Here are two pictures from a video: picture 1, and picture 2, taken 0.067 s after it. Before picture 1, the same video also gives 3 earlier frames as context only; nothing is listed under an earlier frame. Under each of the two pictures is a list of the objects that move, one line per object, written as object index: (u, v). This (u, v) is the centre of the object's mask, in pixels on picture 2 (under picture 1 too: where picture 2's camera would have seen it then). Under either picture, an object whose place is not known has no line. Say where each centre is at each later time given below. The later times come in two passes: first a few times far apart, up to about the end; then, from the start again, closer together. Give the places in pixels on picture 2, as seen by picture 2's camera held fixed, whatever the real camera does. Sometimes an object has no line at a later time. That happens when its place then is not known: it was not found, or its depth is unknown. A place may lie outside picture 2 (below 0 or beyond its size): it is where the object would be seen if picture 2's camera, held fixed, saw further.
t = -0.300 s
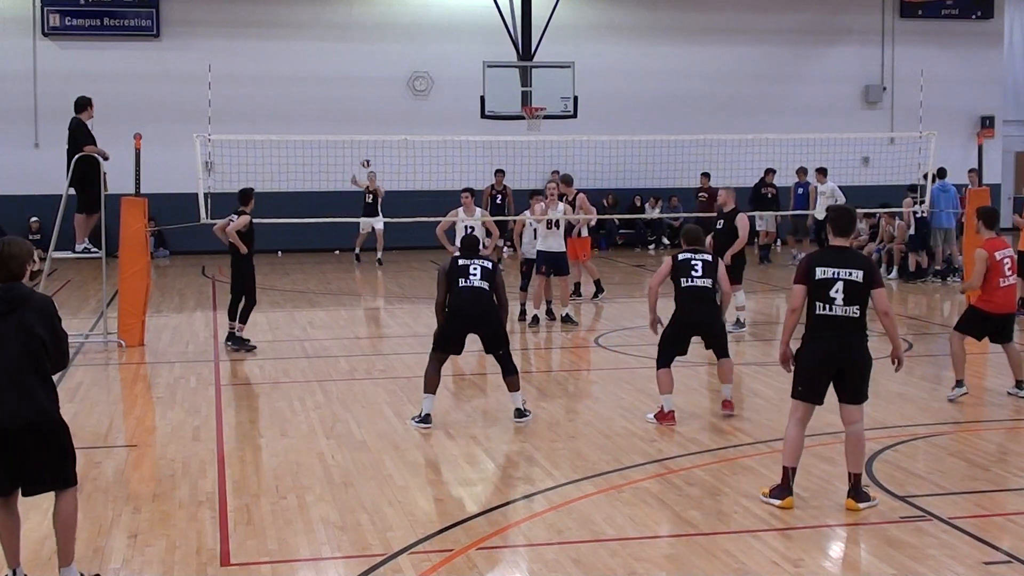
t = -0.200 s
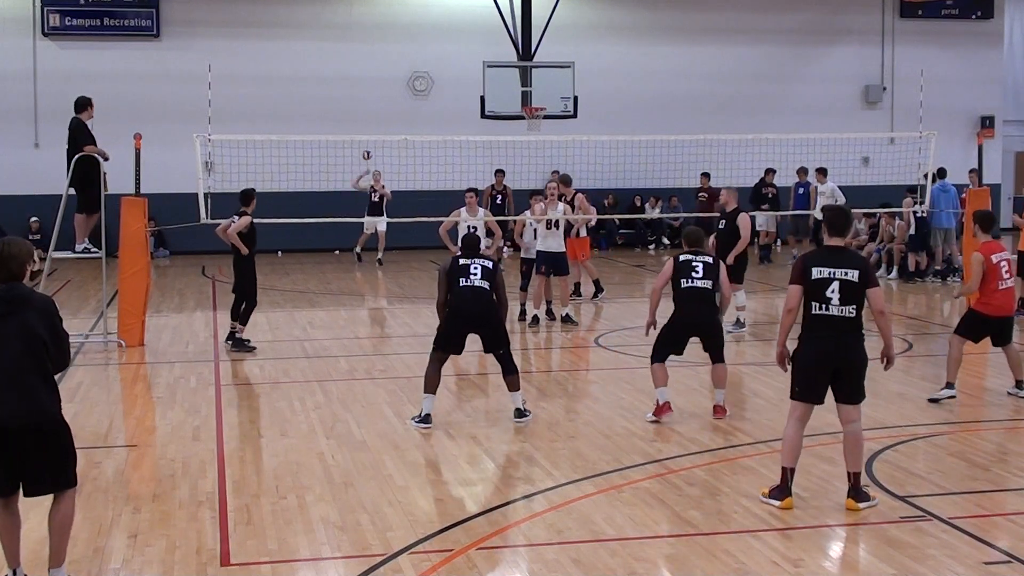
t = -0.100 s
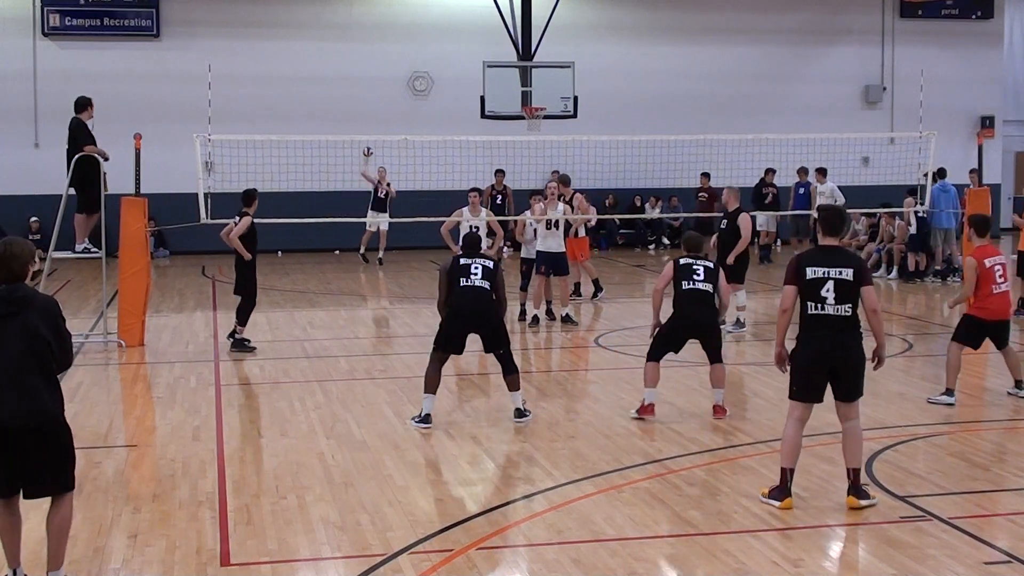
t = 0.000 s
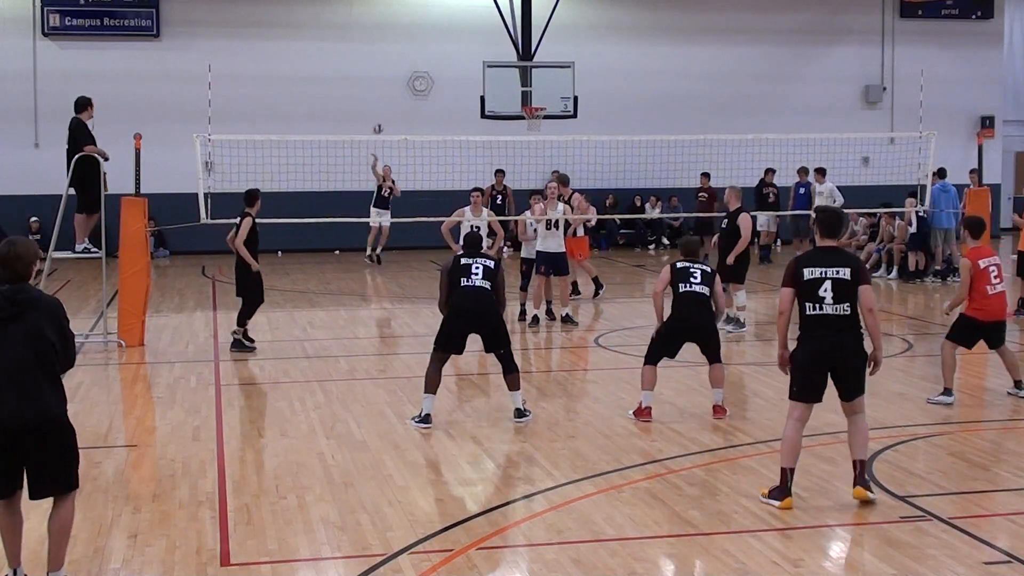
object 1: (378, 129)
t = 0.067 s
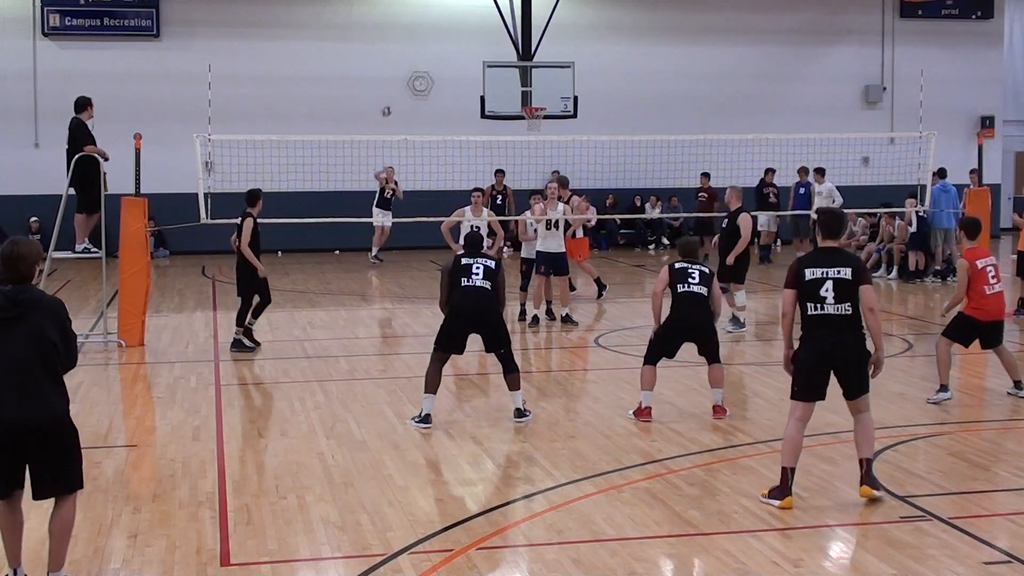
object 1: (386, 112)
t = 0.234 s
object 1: (406, 73)
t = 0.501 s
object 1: (447, 35)
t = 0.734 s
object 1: (492, 40)
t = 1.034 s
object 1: (559, 124)
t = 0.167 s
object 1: (398, 87)
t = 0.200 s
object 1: (402, 80)
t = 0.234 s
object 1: (406, 73)
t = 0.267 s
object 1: (411, 67)
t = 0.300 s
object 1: (415, 61)
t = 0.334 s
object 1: (420, 56)
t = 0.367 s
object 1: (425, 51)
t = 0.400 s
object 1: (431, 46)
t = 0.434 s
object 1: (437, 41)
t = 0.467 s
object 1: (442, 38)
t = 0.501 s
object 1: (447, 35)
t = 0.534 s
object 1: (453, 33)
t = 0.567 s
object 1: (459, 32)
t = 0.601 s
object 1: (465, 32)
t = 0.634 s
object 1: (472, 32)
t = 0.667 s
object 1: (478, 34)
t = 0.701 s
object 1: (485, 37)
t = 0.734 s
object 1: (492, 40)
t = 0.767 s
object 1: (498, 45)
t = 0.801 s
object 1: (505, 51)
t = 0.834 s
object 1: (512, 58)
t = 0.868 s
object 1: (521, 67)
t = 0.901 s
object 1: (526, 76)
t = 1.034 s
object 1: (559, 124)
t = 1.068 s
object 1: (568, 140)
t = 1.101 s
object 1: (577, 157)
